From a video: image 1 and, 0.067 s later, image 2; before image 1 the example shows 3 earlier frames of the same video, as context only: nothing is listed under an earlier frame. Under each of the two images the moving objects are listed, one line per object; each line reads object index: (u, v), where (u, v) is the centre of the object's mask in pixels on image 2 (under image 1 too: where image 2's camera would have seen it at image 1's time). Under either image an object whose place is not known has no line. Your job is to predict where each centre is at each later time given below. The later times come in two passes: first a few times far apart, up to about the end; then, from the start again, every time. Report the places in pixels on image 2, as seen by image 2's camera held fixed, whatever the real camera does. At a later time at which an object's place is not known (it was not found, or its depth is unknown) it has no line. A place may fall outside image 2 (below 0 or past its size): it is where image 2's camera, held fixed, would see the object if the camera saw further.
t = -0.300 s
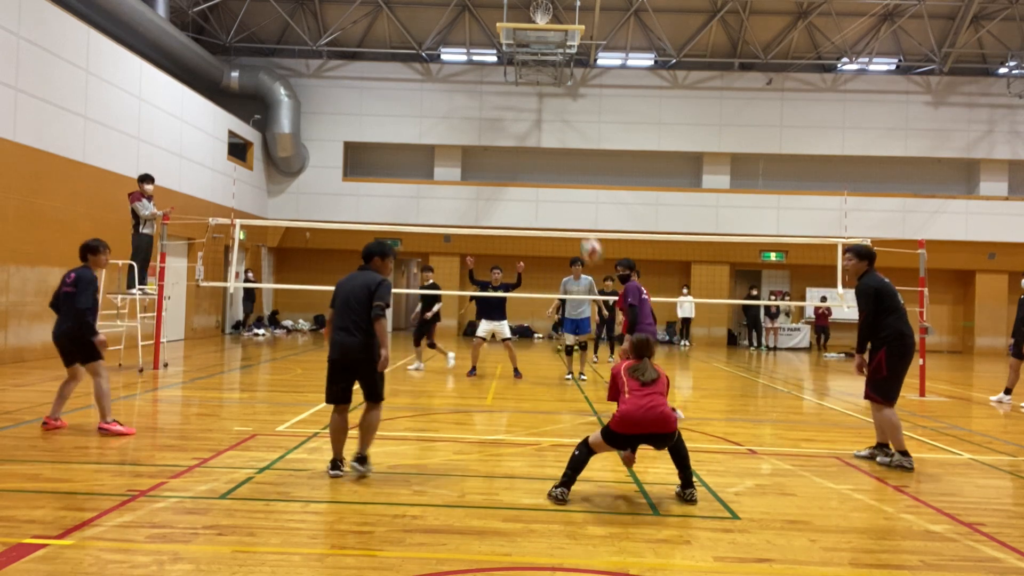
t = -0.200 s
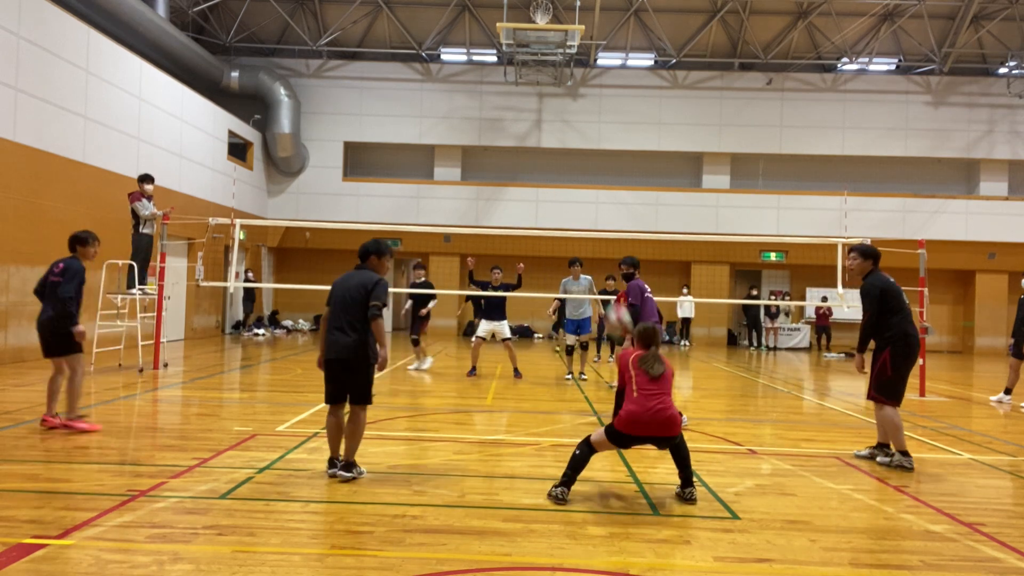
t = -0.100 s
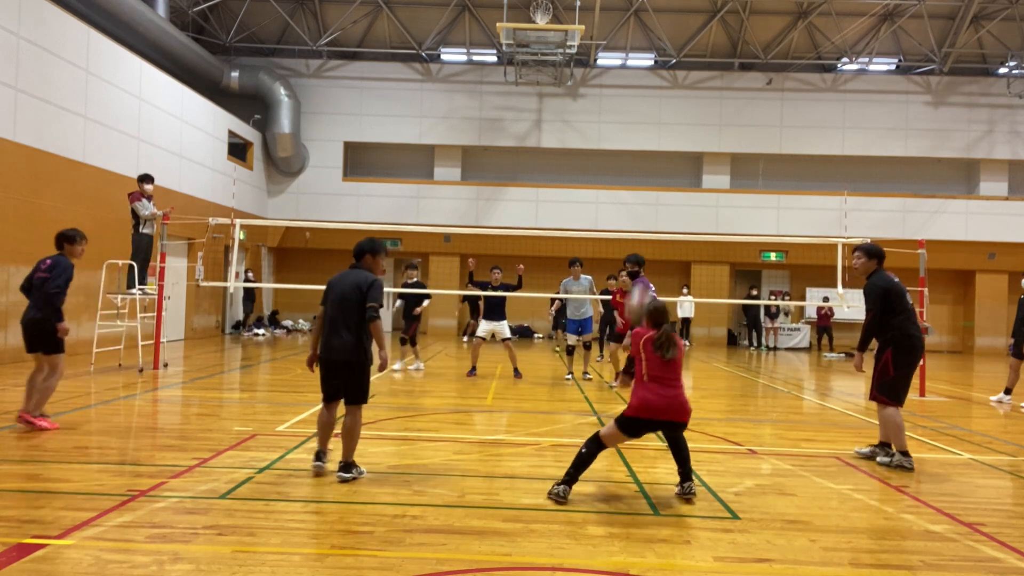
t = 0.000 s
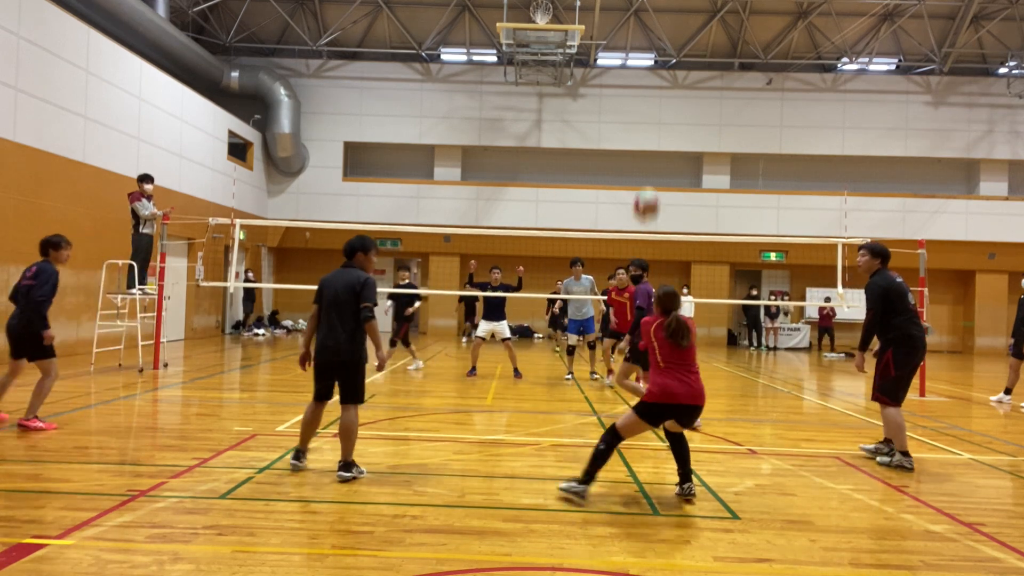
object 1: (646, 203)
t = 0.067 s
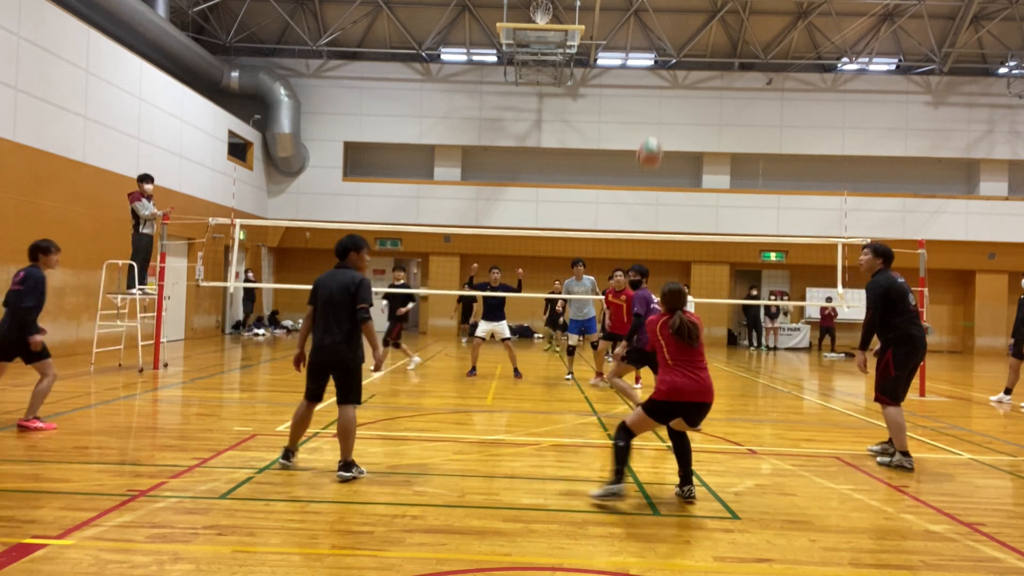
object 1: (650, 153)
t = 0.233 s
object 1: (658, 67)
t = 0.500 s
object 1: (665, 18)
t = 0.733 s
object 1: (665, 34)
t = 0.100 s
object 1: (651, 132)
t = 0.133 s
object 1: (652, 113)
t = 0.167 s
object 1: (654, 96)
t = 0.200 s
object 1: (656, 80)
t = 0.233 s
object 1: (658, 67)
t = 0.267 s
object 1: (659, 56)
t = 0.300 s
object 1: (660, 46)
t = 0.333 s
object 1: (661, 38)
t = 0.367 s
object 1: (662, 31)
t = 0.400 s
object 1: (663, 26)
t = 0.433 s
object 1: (663, 22)
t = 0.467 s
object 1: (664, 19)
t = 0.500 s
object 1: (665, 18)
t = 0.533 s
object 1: (665, 17)
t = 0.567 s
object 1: (665, 18)
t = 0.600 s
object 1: (665, 19)
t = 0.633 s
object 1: (665, 22)
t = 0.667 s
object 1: (665, 25)
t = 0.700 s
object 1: (665, 28)
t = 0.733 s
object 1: (665, 34)
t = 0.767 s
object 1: (666, 40)
